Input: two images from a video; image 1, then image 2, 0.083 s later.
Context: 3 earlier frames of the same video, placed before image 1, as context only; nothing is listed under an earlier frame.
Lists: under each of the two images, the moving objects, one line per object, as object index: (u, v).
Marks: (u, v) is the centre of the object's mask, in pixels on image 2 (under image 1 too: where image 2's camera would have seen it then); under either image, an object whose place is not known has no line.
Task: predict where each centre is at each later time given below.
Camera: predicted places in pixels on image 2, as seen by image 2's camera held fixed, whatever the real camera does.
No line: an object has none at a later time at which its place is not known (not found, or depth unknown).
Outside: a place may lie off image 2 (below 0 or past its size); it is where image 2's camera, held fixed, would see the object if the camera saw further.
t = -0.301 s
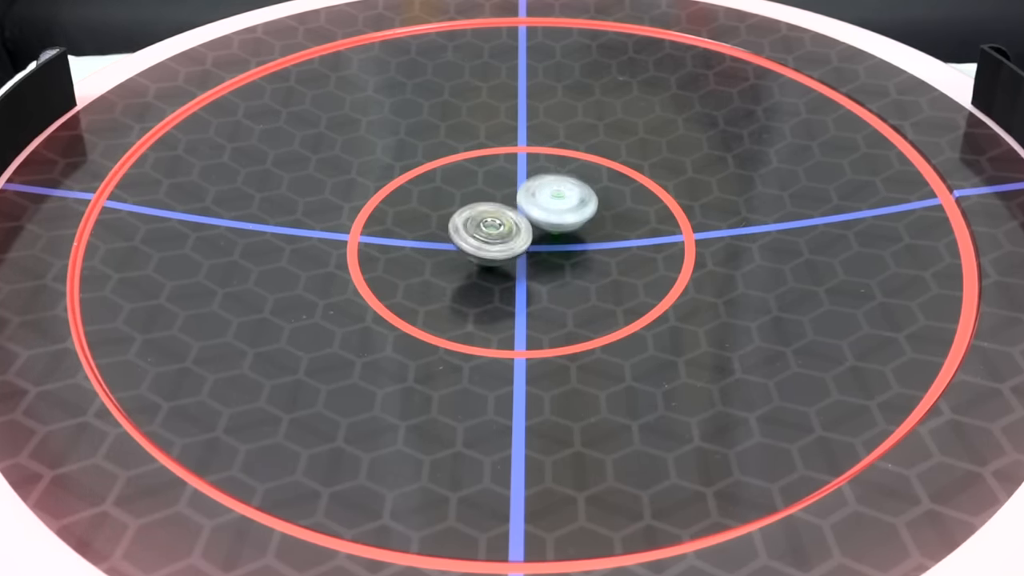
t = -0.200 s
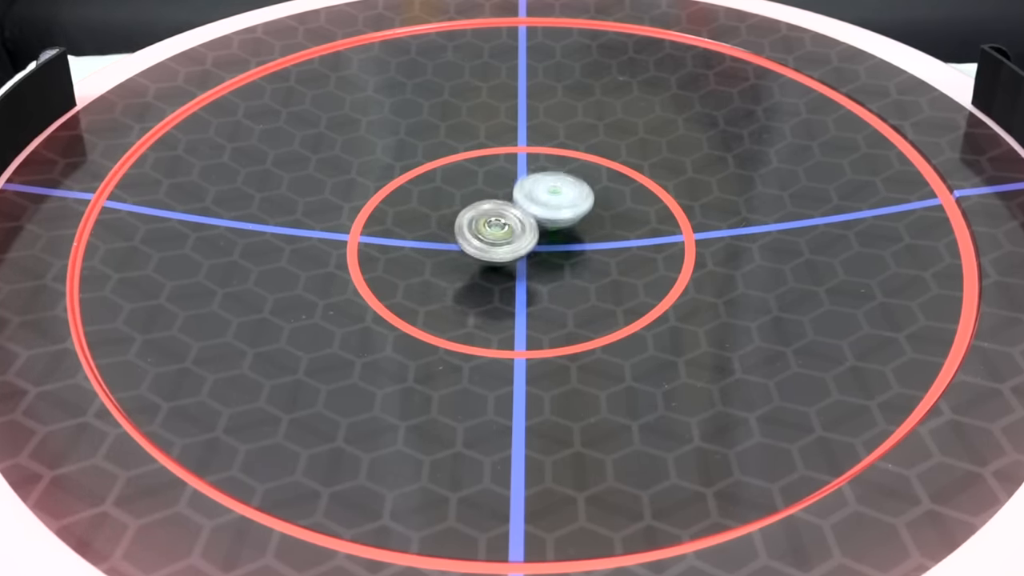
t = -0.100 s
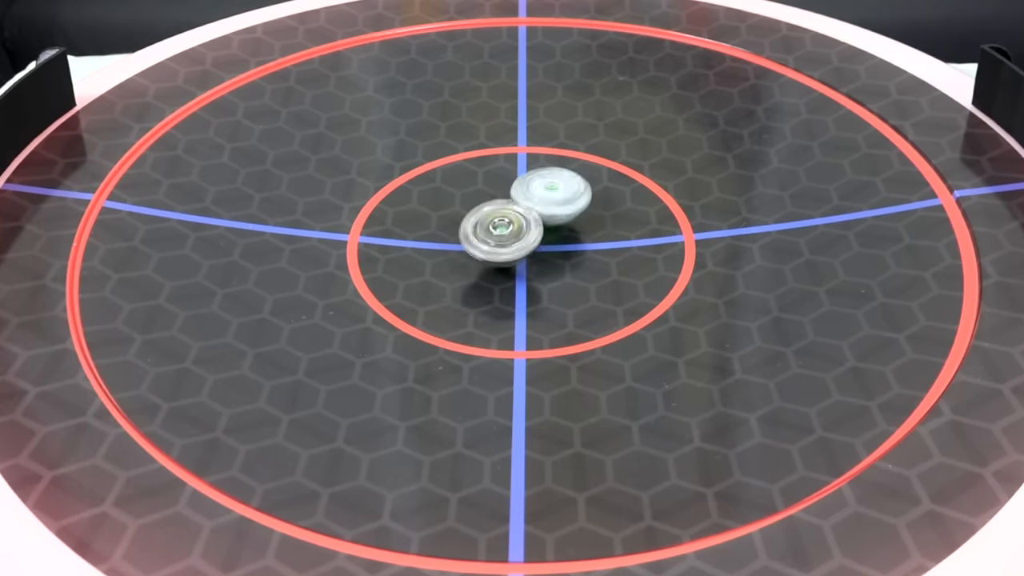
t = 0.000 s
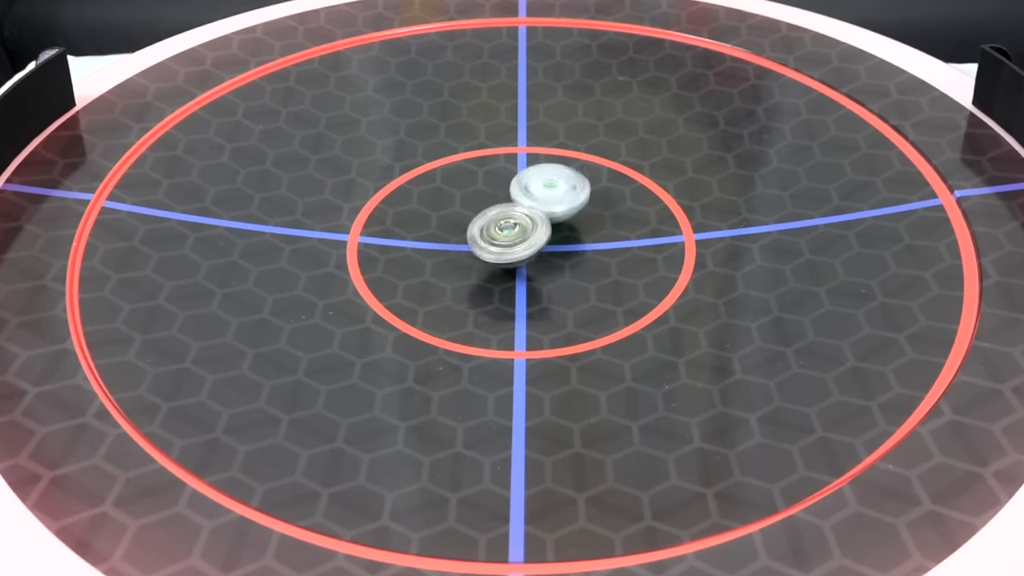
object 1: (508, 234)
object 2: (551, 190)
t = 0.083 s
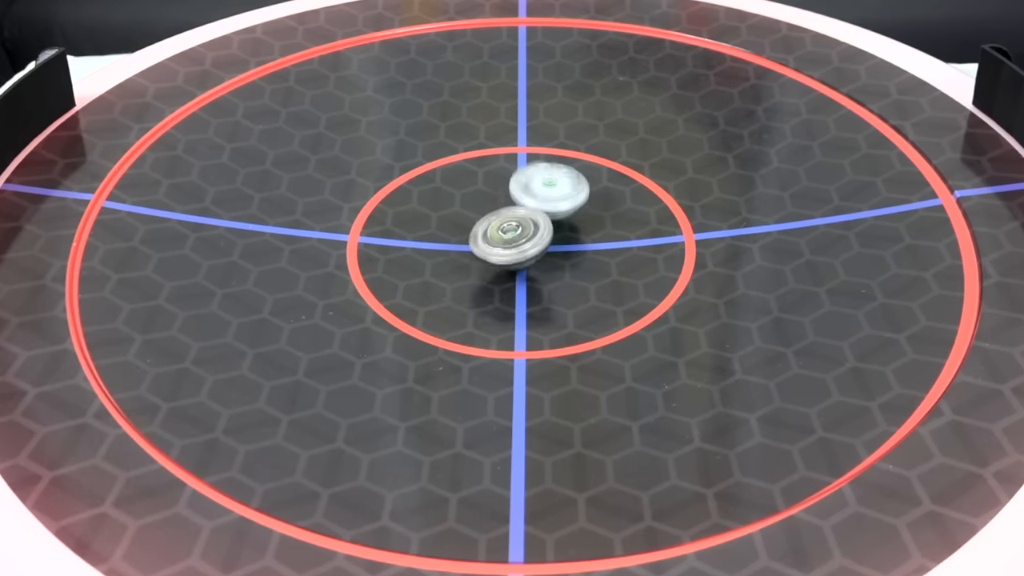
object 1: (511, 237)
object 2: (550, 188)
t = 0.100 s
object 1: (512, 238)
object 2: (550, 189)
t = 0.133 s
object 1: (513, 239)
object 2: (550, 189)
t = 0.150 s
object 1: (514, 239)
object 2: (549, 189)
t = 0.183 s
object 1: (514, 241)
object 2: (549, 189)
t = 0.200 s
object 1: (514, 241)
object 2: (548, 189)
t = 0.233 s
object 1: (513, 242)
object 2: (548, 190)
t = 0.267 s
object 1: (514, 243)
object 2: (548, 190)
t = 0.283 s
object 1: (514, 242)
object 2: (547, 190)
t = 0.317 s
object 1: (514, 242)
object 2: (546, 190)
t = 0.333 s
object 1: (513, 242)
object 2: (547, 190)
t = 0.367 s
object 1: (512, 242)
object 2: (545, 190)
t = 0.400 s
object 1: (512, 242)
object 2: (546, 191)
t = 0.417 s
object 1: (512, 242)
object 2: (545, 191)
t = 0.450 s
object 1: (512, 241)
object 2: (545, 191)
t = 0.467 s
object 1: (512, 241)
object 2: (545, 191)
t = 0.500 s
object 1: (512, 241)
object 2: (544, 191)
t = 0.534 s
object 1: (513, 240)
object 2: (542, 190)
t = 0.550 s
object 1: (513, 240)
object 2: (542, 191)
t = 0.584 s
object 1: (513, 239)
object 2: (540, 190)
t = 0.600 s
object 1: (515, 239)
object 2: (539, 190)
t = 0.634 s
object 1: (516, 238)
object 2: (538, 190)
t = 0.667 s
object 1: (518, 237)
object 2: (536, 189)
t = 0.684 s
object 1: (519, 237)
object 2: (534, 189)
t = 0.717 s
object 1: (519, 237)
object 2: (531, 189)
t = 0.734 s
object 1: (521, 237)
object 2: (530, 188)
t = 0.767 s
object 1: (521, 237)
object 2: (527, 187)
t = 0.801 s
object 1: (522, 237)
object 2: (525, 188)
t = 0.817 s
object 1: (522, 238)
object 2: (522, 188)
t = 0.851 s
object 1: (525, 238)
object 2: (522, 188)
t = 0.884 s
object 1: (527, 238)
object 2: (519, 188)
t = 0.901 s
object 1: (527, 239)
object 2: (519, 188)
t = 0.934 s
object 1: (527, 239)
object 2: (516, 188)
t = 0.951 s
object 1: (527, 240)
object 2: (517, 189)
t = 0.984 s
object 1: (528, 240)
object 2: (515, 189)
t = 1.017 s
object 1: (529, 240)
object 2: (516, 189)
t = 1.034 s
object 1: (530, 240)
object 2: (515, 189)
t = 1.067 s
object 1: (529, 241)
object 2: (515, 189)
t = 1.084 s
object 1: (529, 241)
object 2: (515, 189)
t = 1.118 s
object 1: (528, 240)
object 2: (514, 189)
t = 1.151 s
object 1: (529, 241)
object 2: (514, 190)
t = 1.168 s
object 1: (529, 241)
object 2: (513, 189)
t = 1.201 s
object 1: (530, 240)
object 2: (514, 189)
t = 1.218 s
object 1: (530, 241)
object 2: (513, 189)
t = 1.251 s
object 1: (529, 241)
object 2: (514, 189)
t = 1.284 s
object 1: (529, 240)
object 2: (512, 189)
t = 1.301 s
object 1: (529, 240)
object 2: (513, 189)
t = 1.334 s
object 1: (530, 239)
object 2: (511, 189)
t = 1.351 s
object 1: (531, 239)
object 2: (512, 188)
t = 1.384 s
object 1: (531, 238)
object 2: (511, 189)
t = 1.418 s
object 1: (532, 238)
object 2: (512, 189)
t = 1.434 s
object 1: (533, 237)
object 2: (511, 188)
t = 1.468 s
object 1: (534, 236)
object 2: (510, 189)
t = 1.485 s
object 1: (535, 236)
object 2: (511, 189)
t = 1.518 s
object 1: (536, 236)
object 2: (509, 189)
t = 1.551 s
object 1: (538, 236)
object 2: (509, 190)
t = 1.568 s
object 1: (538, 235)
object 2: (508, 191)
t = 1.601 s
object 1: (539, 236)
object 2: (507, 191)
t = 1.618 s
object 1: (539, 238)
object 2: (506, 191)
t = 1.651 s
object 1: (543, 240)
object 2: (506, 190)
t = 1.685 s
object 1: (543, 243)
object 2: (505, 190)
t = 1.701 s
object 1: (543, 244)
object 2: (505, 189)
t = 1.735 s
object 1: (545, 245)
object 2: (503, 189)
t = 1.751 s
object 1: (545, 246)
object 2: (503, 188)
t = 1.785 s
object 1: (544, 248)
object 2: (502, 188)
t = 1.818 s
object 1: (543, 249)
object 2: (502, 187)
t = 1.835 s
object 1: (542, 249)
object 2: (503, 187)
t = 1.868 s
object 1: (542, 249)
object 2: (502, 187)
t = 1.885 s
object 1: (542, 249)
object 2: (503, 188)
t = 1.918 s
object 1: (540, 249)
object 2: (503, 188)
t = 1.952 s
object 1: (540, 251)
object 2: (504, 189)
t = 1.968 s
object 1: (538, 249)
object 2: (504, 189)
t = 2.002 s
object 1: (538, 249)
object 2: (505, 189)
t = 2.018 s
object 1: (537, 248)
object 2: (506, 189)
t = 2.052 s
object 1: (536, 246)
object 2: (505, 190)
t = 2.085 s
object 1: (535, 245)
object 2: (507, 191)
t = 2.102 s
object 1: (535, 244)
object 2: (507, 191)
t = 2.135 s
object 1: (536, 243)
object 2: (508, 191)
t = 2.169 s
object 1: (536, 240)
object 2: (507, 192)
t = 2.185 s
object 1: (538, 240)
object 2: (508, 192)
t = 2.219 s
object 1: (539, 241)
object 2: (507, 191)
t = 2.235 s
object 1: (538, 240)
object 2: (507, 190)
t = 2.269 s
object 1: (541, 242)
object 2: (509, 190)
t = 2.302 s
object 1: (540, 243)
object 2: (509, 189)
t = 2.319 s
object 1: (540, 243)
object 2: (511, 190)
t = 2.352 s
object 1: (541, 243)
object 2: (509, 191)
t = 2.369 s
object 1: (541, 243)
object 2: (510, 191)
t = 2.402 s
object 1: (543, 243)
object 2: (510, 192)
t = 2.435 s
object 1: (544, 243)
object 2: (510, 192)
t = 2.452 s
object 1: (544, 243)
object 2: (510, 192)
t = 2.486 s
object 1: (544, 243)
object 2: (508, 192)
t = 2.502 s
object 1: (544, 243)
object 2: (510, 192)
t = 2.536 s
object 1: (545, 243)
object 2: (508, 193)
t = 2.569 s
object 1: (546, 242)
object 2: (510, 193)
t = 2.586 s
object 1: (547, 243)
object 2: (509, 194)
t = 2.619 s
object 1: (548, 243)
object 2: (509, 194)
